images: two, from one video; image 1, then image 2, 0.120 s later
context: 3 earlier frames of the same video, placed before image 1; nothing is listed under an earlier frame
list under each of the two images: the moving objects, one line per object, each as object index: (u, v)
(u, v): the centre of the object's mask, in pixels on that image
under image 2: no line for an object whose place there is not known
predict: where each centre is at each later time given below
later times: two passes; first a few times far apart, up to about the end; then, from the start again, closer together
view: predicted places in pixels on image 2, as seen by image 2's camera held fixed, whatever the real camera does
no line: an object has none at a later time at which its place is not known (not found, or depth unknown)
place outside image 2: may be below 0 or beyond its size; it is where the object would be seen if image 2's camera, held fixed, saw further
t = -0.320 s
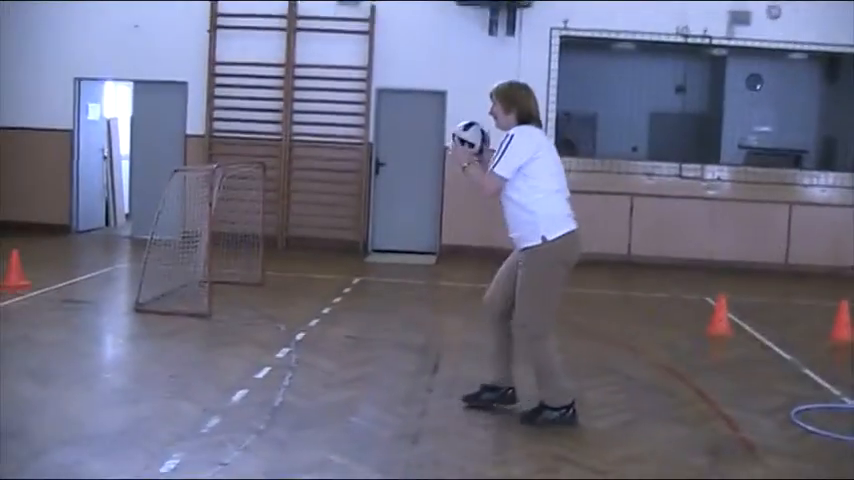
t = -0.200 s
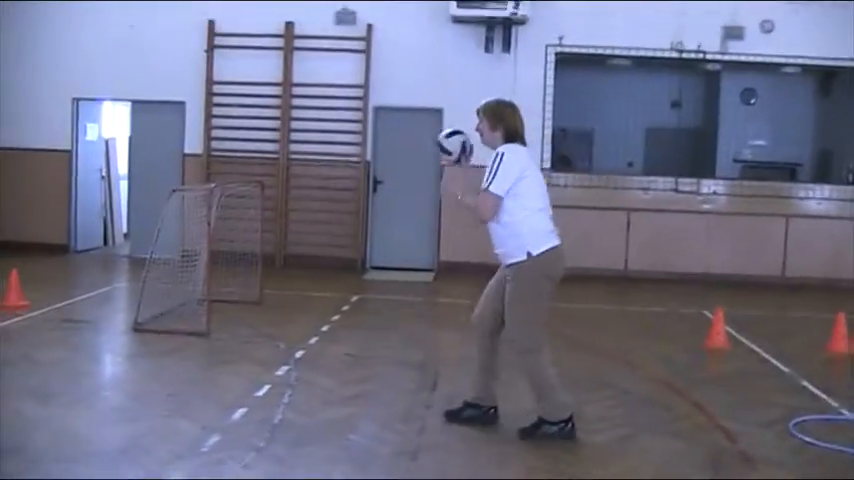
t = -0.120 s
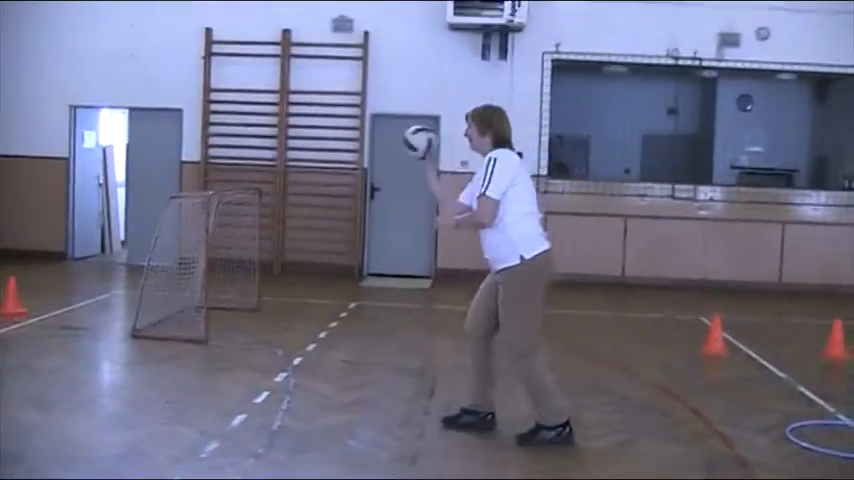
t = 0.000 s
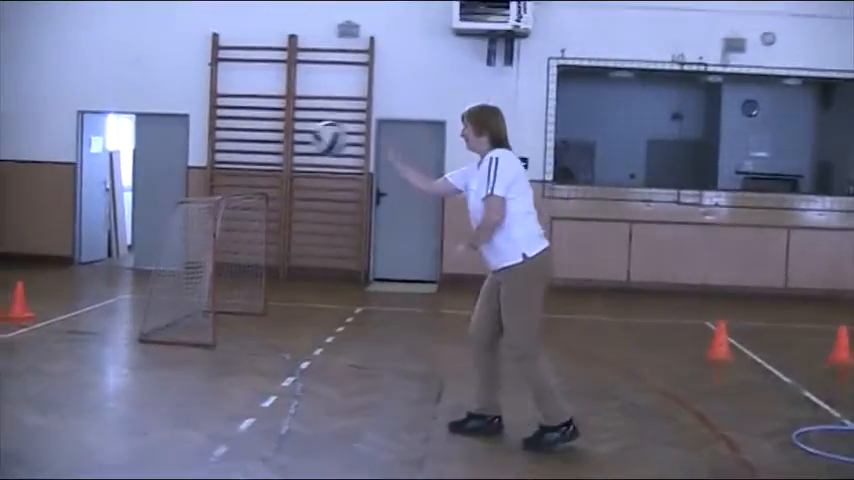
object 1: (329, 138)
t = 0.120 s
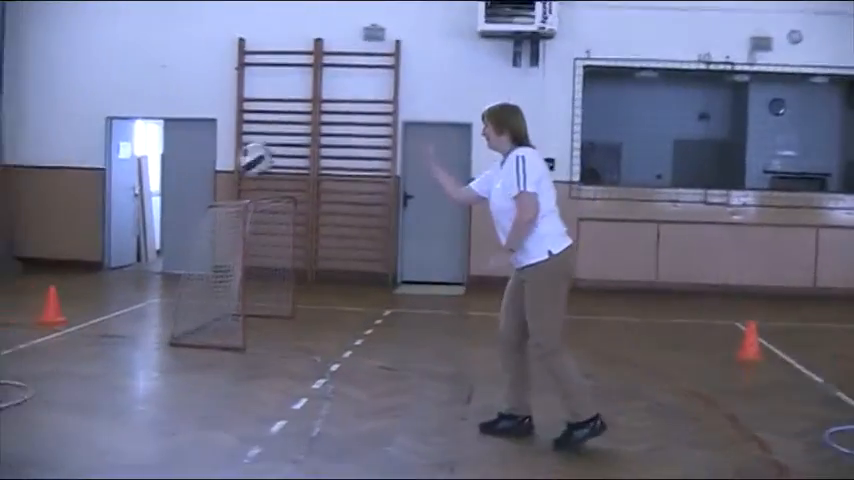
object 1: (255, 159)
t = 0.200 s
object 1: (191, 184)
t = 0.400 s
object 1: (42, 284)
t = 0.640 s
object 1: (-92, 325)
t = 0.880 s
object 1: (-172, 263)
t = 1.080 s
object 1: (-242, 279)
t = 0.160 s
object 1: (221, 170)
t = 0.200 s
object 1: (191, 184)
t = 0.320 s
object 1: (101, 238)
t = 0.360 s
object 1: (72, 260)
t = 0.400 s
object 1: (42, 284)
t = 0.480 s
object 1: (-16, 338)
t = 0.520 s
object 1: (-48, 369)
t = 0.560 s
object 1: (-68, 368)
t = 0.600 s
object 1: (-81, 346)
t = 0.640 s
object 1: (-92, 325)
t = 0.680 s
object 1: (-105, 309)
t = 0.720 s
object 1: (-115, 295)
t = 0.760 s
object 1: (-128, 283)
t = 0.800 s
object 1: (-141, 275)
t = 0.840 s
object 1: (-158, 267)
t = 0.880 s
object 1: (-172, 263)
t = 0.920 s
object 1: (-187, 262)
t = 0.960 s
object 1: (-200, 263)
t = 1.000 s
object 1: (-215, 265)
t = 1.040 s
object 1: (-227, 271)
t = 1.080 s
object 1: (-242, 279)
